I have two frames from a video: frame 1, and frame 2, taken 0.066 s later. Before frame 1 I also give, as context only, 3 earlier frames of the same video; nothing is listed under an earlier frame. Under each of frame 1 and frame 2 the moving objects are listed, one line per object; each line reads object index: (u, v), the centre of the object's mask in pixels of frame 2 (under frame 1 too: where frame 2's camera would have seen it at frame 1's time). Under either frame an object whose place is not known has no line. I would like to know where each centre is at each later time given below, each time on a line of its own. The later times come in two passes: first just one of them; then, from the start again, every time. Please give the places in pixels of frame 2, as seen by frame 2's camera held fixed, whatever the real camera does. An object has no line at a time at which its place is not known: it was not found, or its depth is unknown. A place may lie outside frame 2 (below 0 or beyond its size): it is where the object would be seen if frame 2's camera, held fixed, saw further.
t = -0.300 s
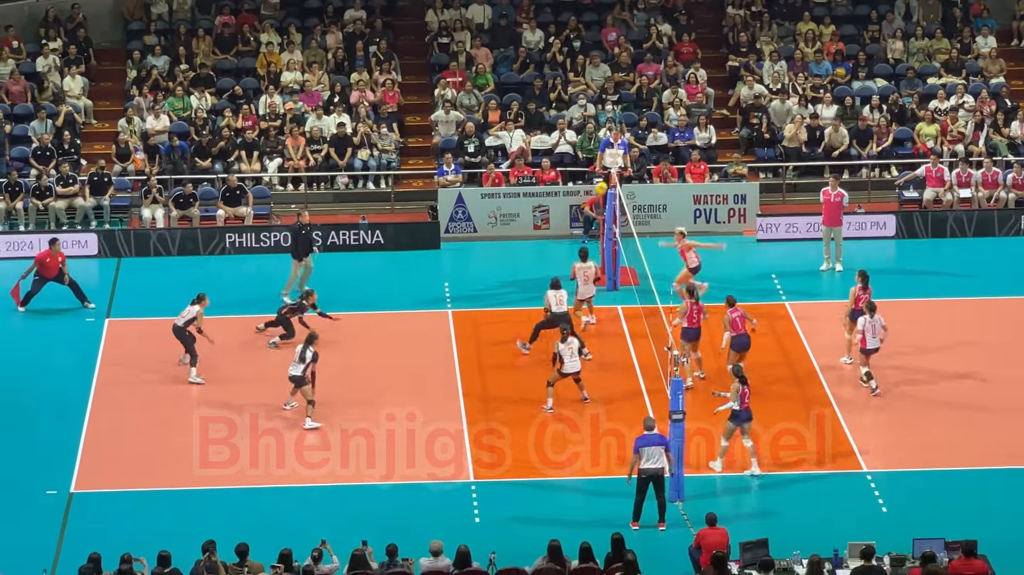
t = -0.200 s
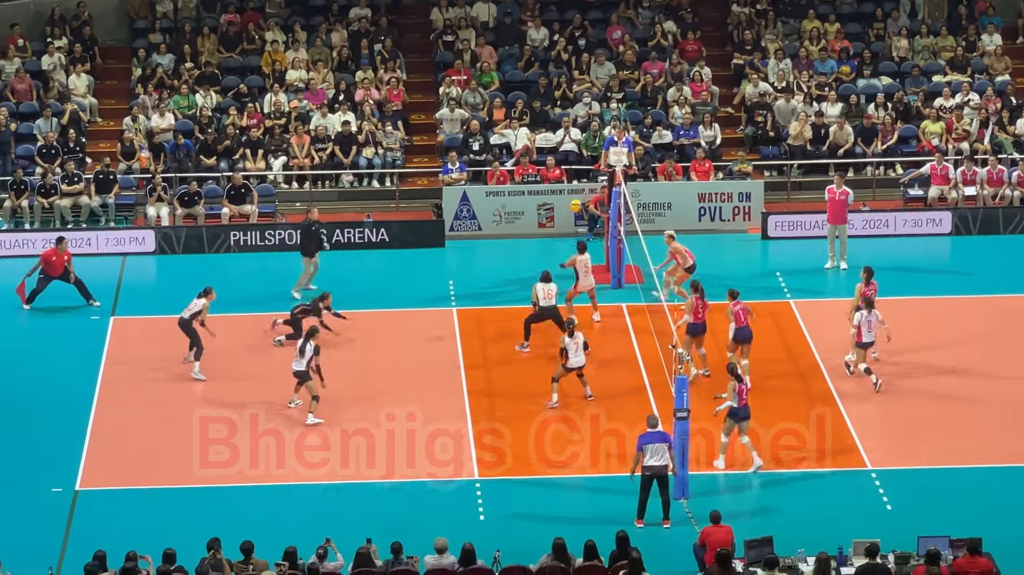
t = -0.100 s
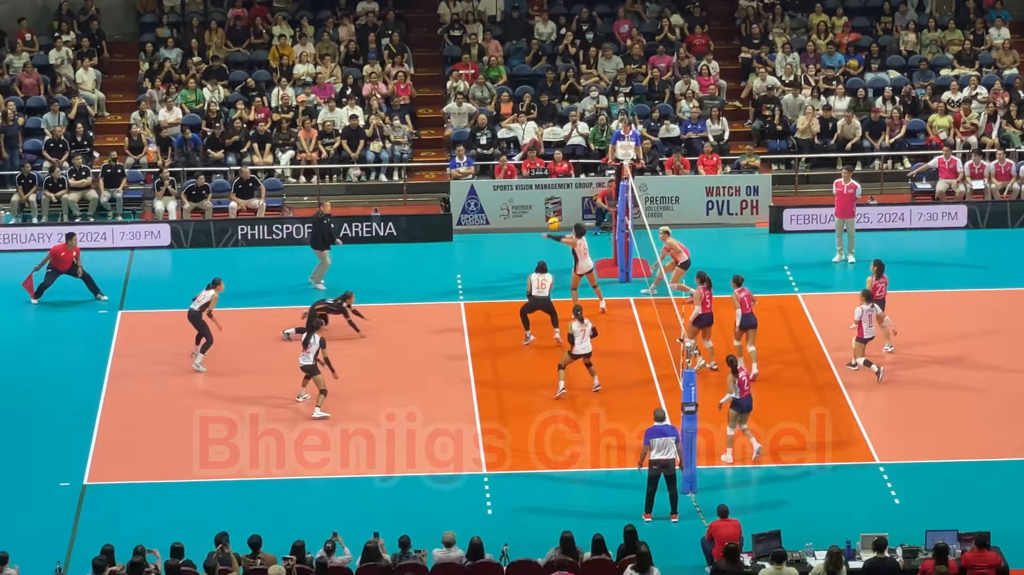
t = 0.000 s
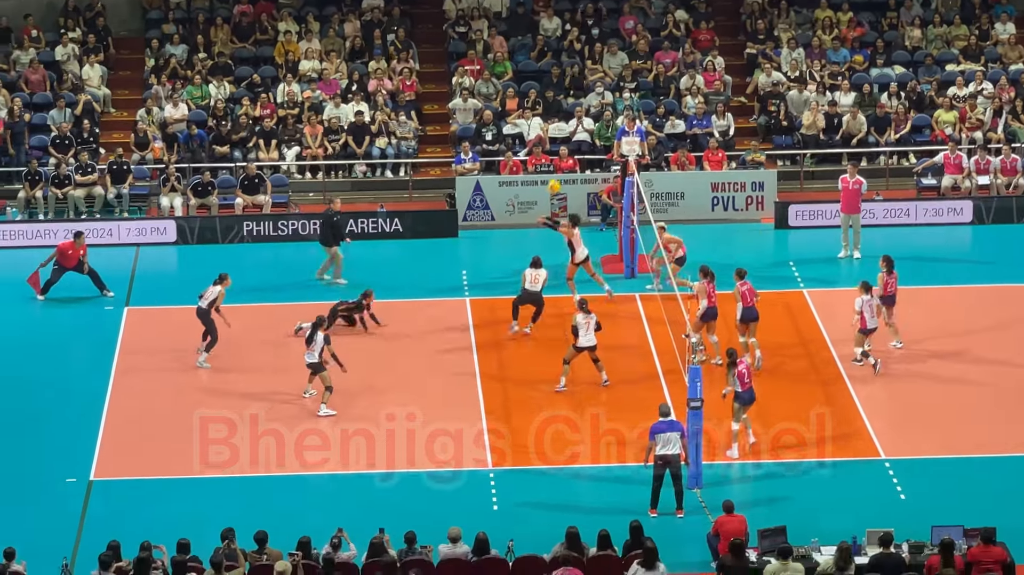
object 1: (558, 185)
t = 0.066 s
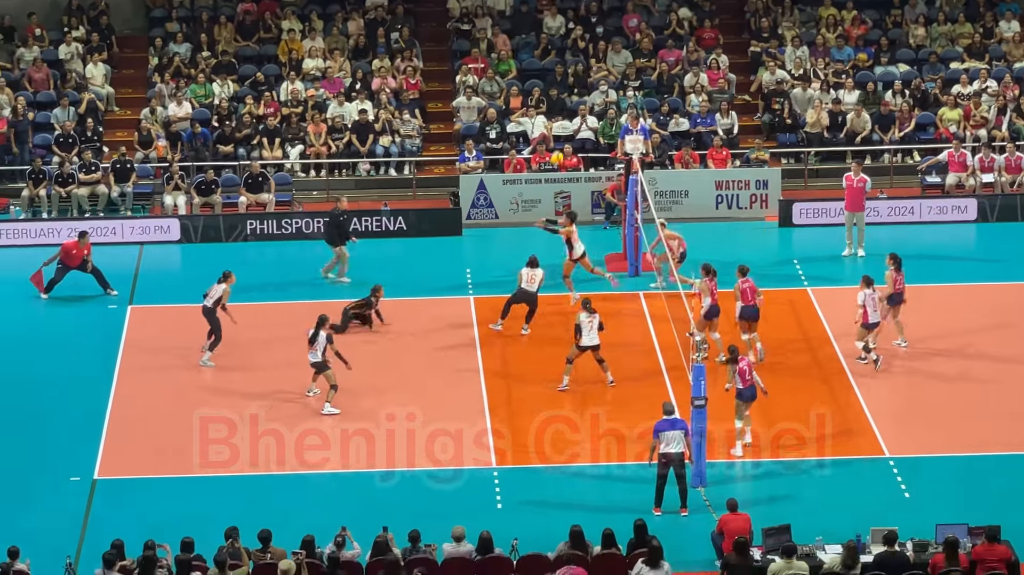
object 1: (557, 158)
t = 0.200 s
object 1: (557, 113)
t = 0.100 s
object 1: (557, 146)
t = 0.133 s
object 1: (557, 135)
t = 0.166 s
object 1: (557, 122)
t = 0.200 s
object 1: (557, 113)
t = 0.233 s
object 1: (557, 102)
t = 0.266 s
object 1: (557, 93)
